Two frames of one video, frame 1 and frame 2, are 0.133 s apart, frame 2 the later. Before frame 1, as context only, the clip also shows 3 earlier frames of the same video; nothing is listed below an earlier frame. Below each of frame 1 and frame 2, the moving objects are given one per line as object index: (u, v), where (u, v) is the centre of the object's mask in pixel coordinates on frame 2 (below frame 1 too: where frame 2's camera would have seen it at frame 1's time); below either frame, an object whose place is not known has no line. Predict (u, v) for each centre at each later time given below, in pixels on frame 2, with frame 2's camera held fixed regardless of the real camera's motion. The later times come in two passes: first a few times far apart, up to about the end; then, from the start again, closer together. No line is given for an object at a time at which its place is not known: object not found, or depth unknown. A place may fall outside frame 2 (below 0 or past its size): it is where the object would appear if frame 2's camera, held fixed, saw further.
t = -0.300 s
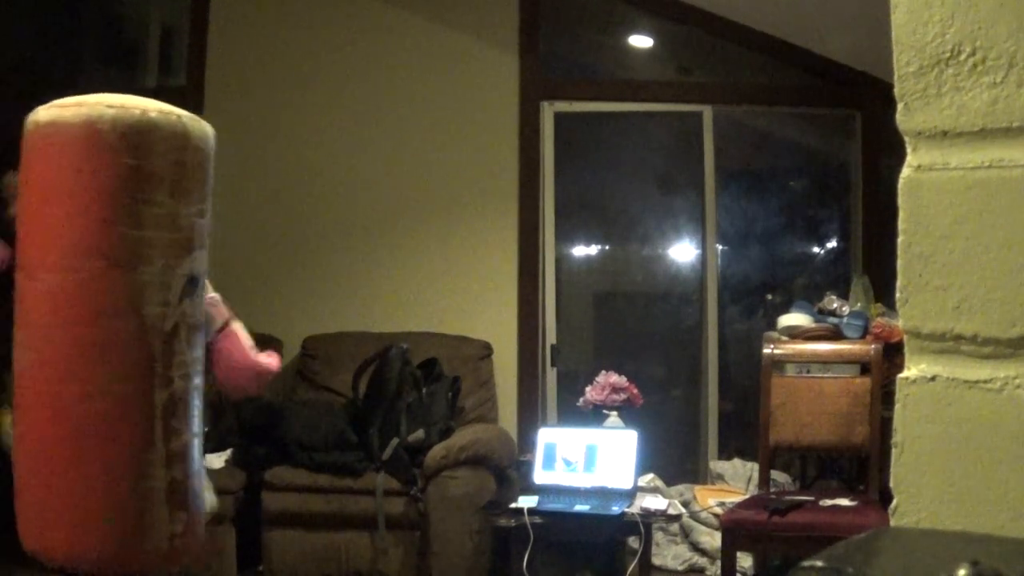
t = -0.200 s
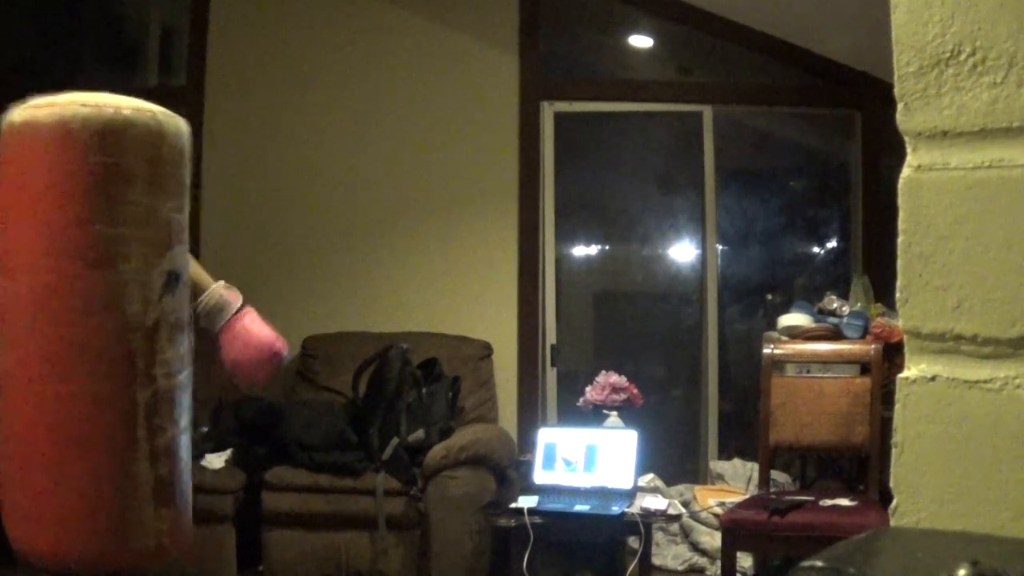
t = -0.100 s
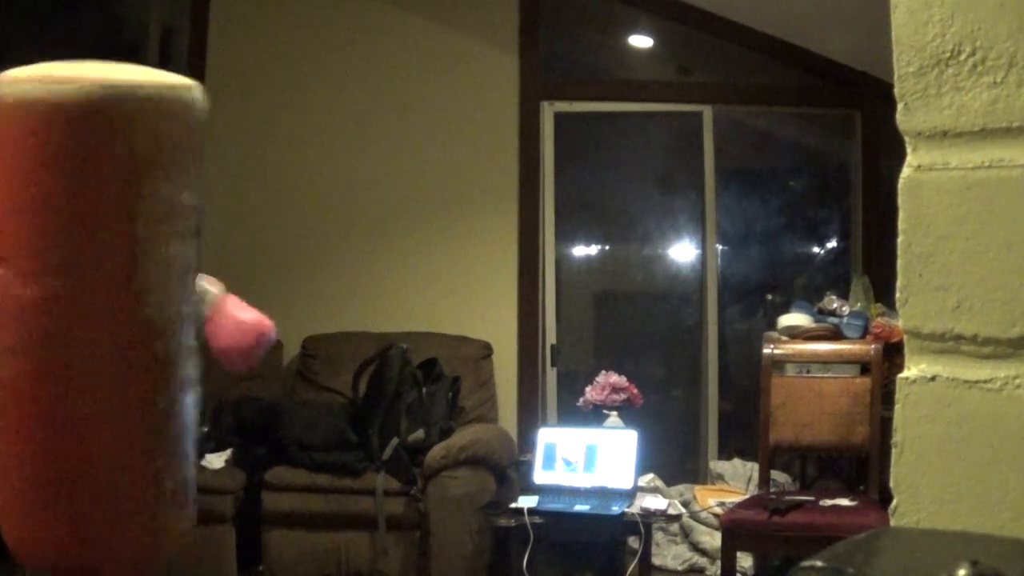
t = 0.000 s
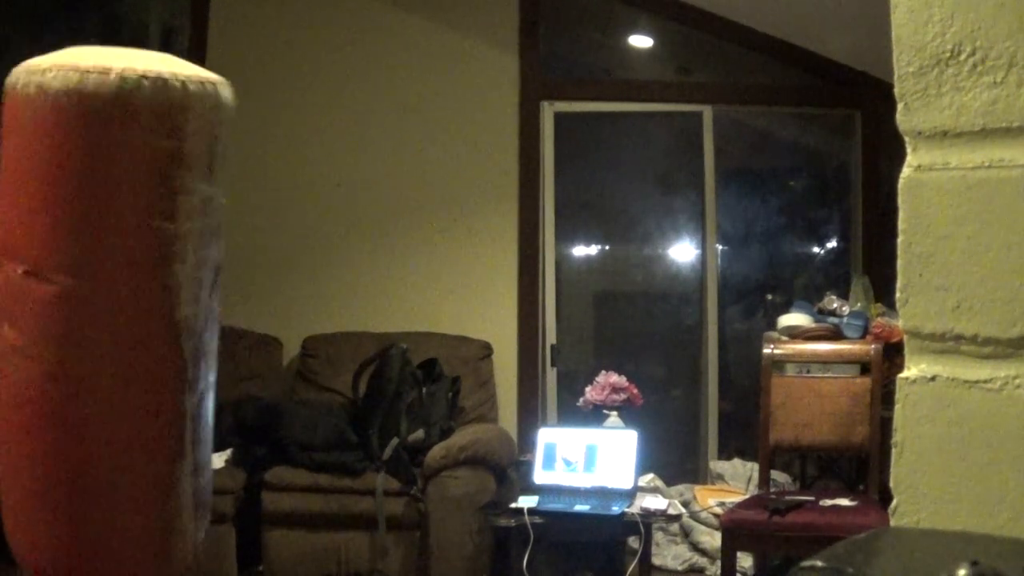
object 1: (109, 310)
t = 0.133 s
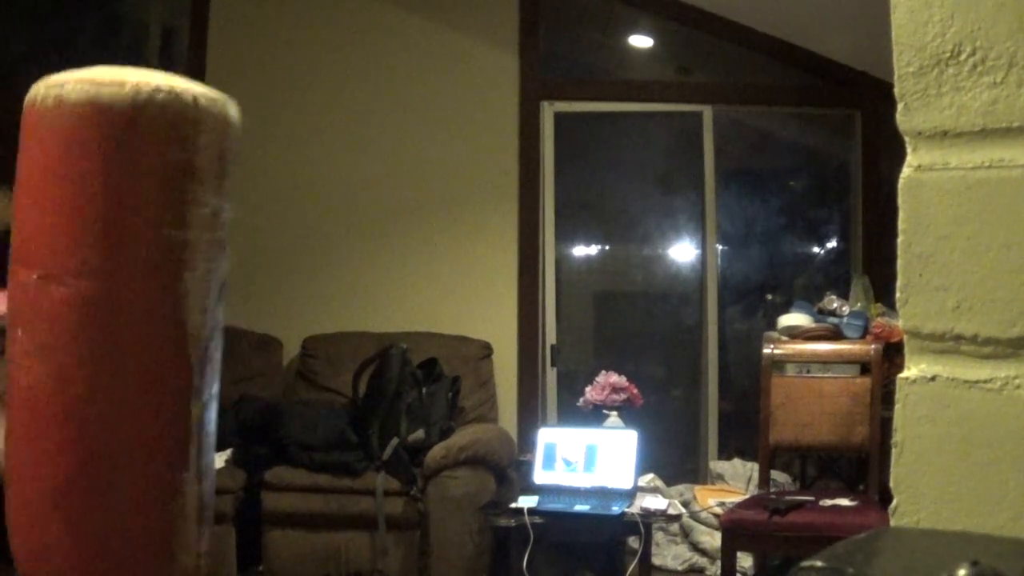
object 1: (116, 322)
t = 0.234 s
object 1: (98, 330)
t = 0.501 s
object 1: (86, 331)
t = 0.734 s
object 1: (118, 329)
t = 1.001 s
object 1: (90, 333)
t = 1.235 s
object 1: (89, 330)
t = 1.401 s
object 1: (111, 331)
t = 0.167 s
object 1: (111, 327)
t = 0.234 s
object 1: (98, 330)
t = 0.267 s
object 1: (93, 331)
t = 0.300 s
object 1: (87, 334)
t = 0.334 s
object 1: (84, 337)
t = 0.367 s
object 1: (83, 335)
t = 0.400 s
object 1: (81, 335)
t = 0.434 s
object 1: (81, 336)
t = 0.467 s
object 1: (82, 335)
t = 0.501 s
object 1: (86, 331)
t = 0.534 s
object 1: (89, 330)
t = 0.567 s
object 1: (93, 330)
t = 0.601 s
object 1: (99, 327)
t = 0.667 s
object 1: (107, 327)
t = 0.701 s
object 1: (113, 328)
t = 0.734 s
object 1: (118, 329)
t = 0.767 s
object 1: (120, 330)
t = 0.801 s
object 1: (119, 331)
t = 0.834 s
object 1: (116, 332)
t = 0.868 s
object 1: (111, 331)
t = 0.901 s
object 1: (104, 331)
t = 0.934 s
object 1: (98, 332)
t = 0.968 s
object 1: (94, 332)
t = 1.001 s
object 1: (90, 333)
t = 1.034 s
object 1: (86, 333)
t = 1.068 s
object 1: (83, 333)
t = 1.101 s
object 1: (82, 334)
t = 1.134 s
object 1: (81, 333)
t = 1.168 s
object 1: (83, 332)
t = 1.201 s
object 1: (85, 331)
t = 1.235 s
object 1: (89, 330)
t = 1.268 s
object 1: (92, 329)
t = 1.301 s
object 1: (97, 328)
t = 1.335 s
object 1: (102, 325)
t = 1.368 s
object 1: (105, 329)
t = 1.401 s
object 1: (111, 331)
